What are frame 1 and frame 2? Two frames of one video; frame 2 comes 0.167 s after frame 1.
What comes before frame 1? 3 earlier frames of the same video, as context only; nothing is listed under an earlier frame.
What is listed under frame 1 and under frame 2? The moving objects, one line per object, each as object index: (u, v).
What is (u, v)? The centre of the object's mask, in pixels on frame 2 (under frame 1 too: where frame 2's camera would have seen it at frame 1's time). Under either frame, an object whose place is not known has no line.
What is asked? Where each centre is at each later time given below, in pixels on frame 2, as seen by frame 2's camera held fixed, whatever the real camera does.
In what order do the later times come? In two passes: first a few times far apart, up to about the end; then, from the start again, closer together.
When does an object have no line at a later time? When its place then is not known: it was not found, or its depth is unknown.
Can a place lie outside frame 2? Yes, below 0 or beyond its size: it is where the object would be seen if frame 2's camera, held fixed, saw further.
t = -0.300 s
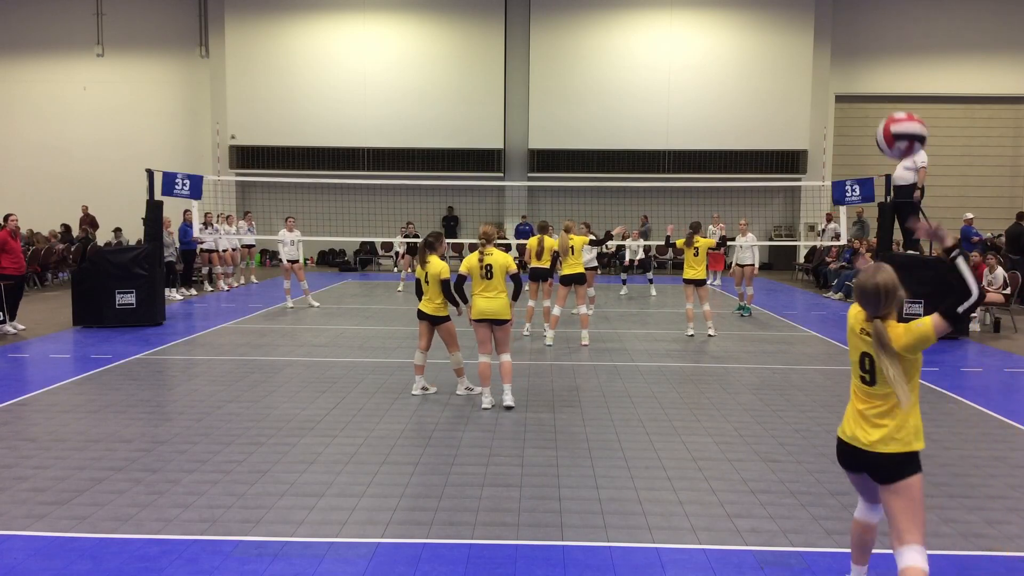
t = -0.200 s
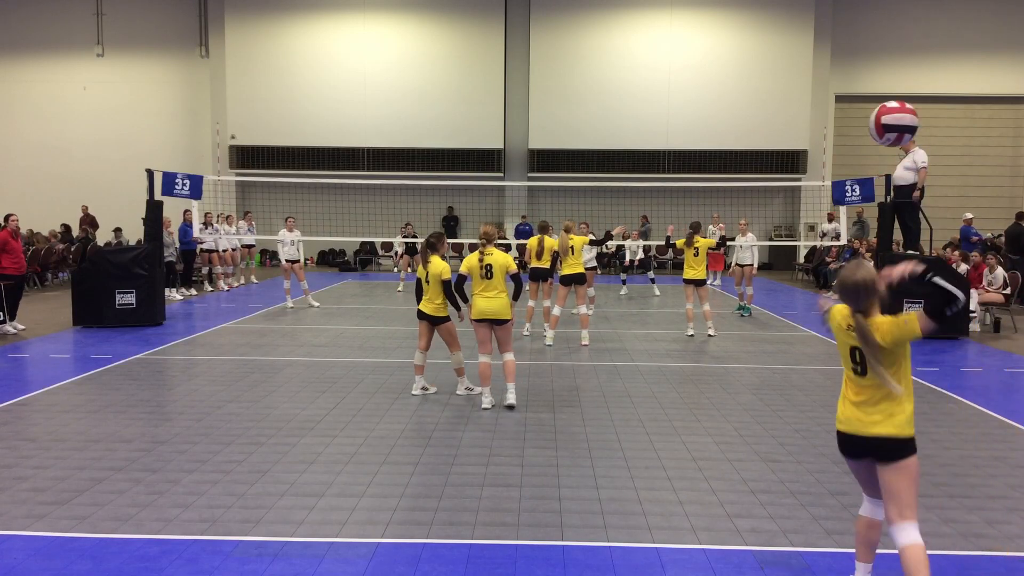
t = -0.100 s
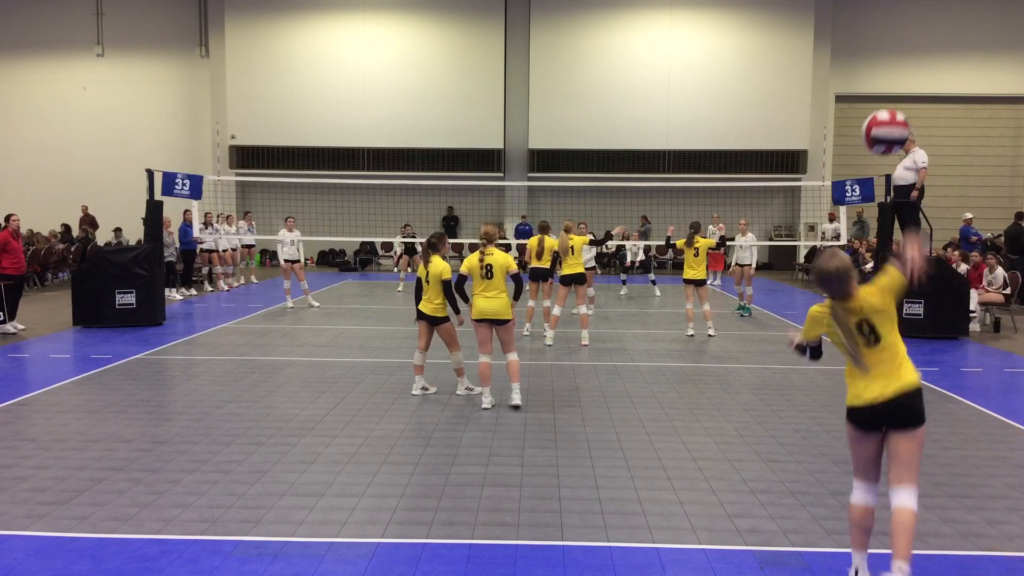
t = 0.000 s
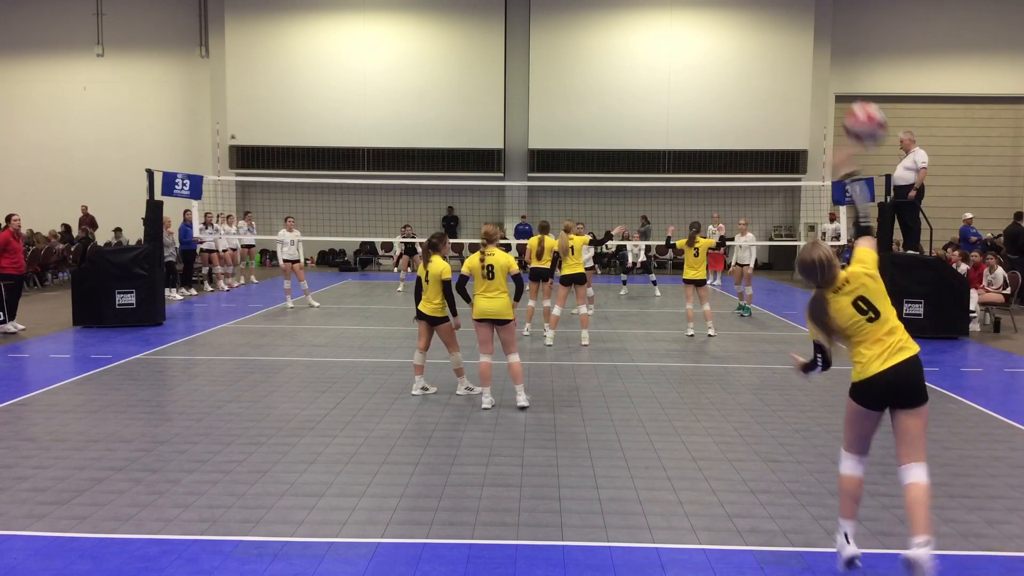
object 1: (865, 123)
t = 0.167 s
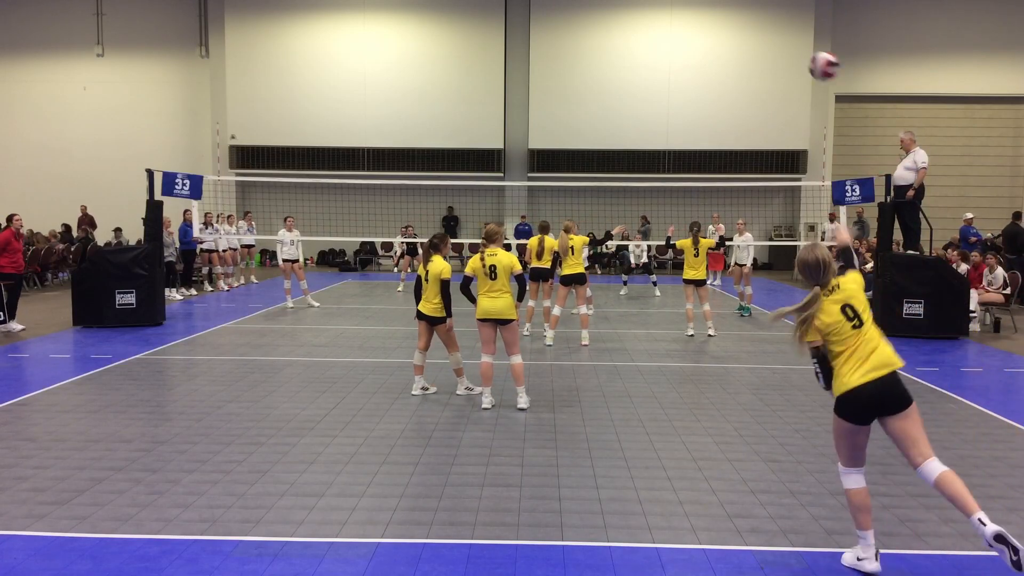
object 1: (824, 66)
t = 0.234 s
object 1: (813, 60)
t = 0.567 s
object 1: (775, 96)
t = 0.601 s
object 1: (772, 103)
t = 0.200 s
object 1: (818, 62)
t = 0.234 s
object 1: (813, 60)
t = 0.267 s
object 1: (807, 60)
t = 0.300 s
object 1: (802, 61)
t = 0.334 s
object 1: (798, 63)
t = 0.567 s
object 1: (775, 96)
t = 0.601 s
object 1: (772, 103)
